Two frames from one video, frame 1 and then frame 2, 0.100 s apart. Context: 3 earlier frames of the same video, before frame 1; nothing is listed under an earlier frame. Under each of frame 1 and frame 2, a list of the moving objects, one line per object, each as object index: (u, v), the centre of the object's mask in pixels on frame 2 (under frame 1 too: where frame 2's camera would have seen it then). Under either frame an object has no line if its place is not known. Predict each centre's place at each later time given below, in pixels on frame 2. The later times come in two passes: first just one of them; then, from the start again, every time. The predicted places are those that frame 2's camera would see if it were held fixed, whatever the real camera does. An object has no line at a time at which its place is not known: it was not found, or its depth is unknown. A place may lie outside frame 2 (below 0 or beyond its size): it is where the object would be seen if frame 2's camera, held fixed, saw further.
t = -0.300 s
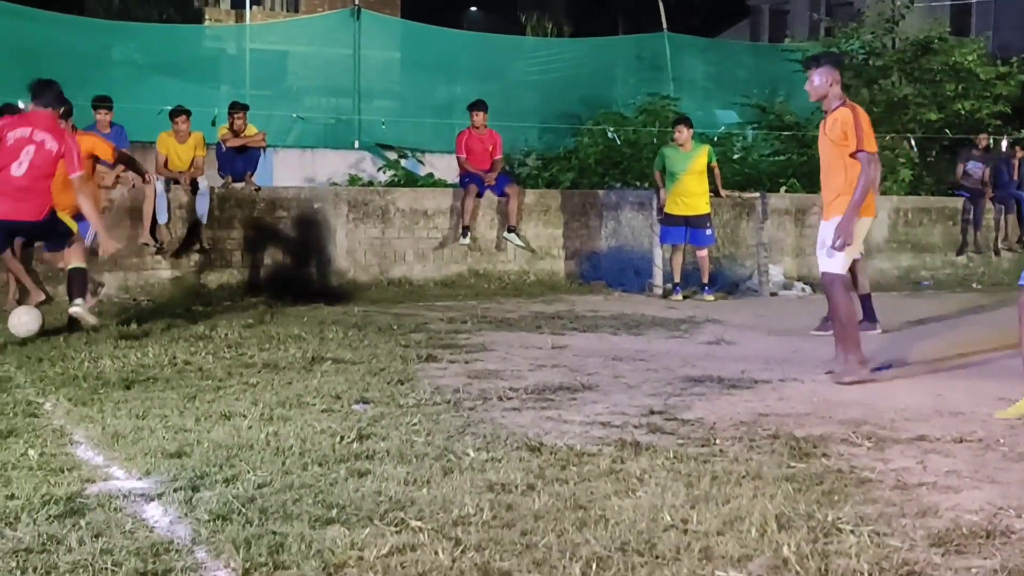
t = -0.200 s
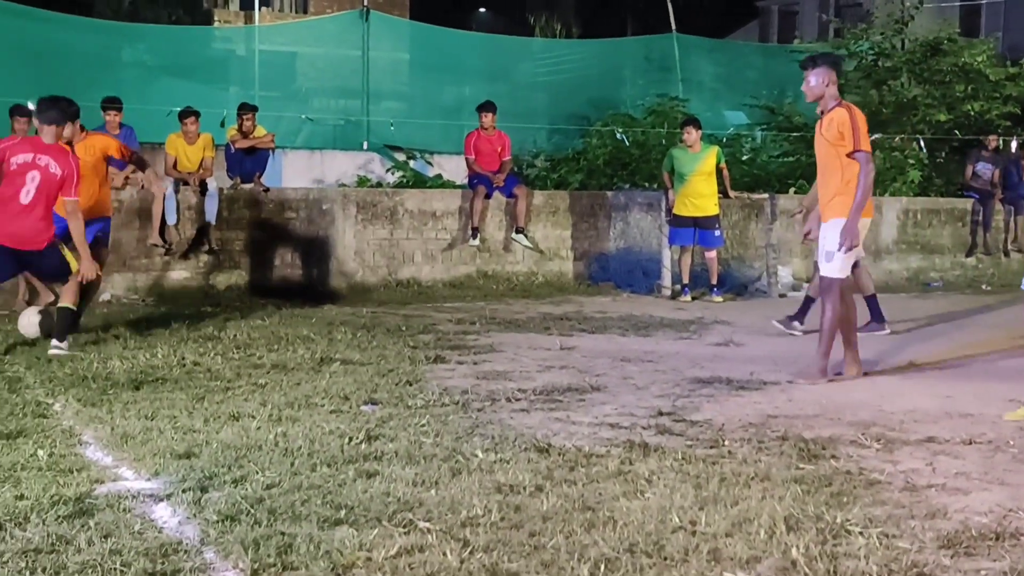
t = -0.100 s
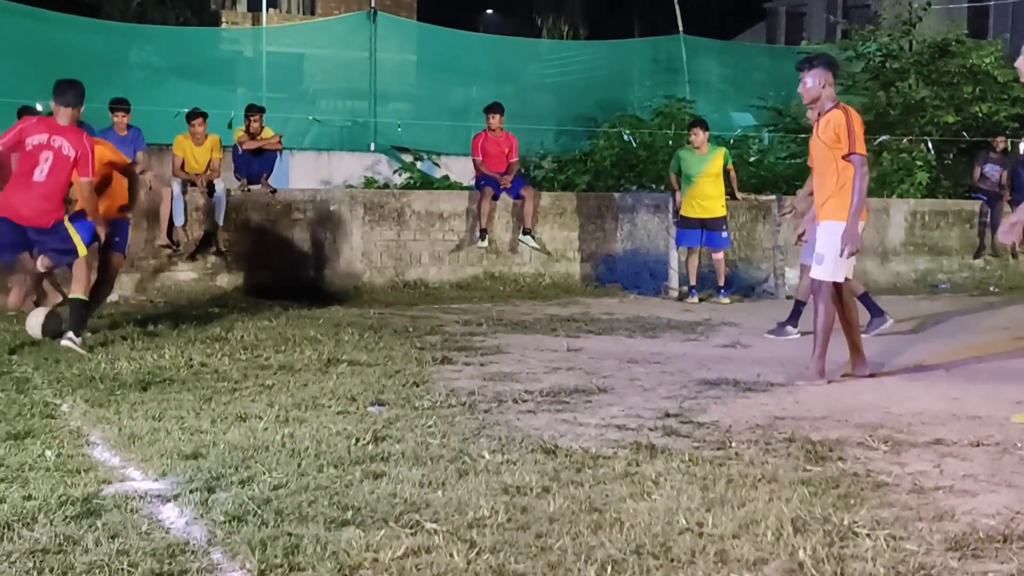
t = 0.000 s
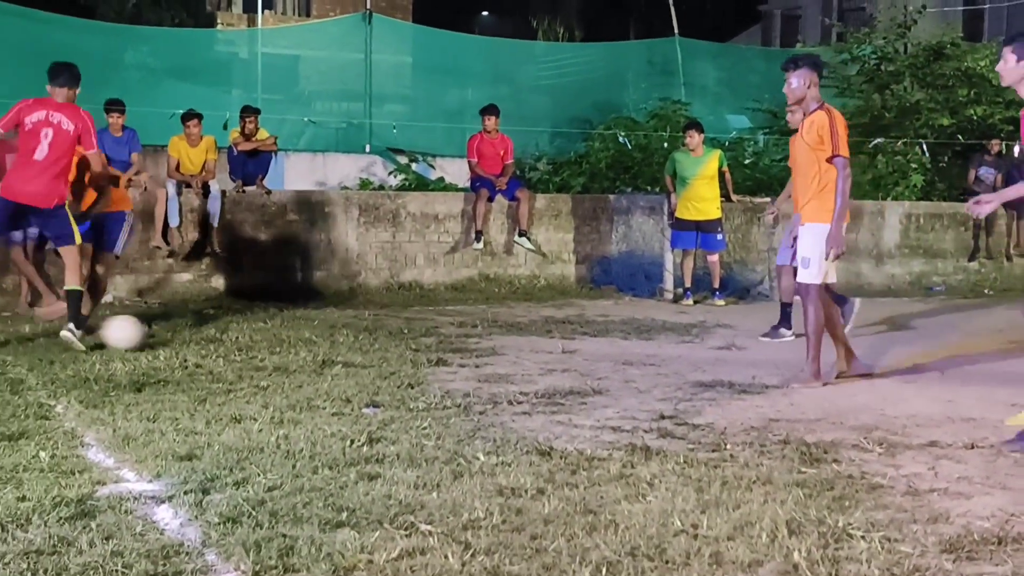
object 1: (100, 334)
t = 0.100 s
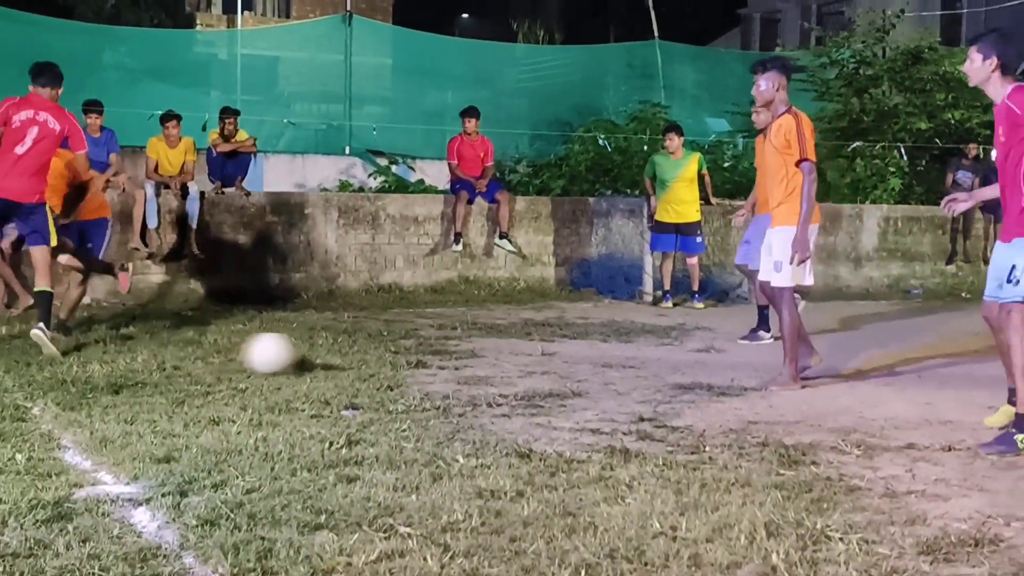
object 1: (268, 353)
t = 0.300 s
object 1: (728, 414)
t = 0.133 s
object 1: (330, 357)
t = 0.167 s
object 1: (395, 364)
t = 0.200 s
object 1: (470, 376)
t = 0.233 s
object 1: (546, 391)
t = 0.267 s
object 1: (639, 410)
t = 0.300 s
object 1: (728, 414)
